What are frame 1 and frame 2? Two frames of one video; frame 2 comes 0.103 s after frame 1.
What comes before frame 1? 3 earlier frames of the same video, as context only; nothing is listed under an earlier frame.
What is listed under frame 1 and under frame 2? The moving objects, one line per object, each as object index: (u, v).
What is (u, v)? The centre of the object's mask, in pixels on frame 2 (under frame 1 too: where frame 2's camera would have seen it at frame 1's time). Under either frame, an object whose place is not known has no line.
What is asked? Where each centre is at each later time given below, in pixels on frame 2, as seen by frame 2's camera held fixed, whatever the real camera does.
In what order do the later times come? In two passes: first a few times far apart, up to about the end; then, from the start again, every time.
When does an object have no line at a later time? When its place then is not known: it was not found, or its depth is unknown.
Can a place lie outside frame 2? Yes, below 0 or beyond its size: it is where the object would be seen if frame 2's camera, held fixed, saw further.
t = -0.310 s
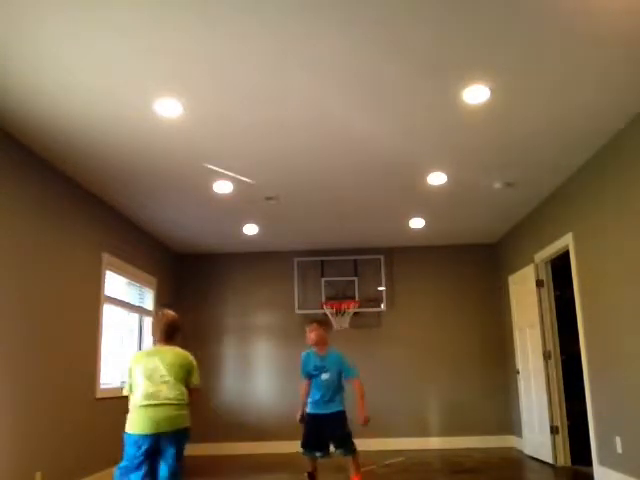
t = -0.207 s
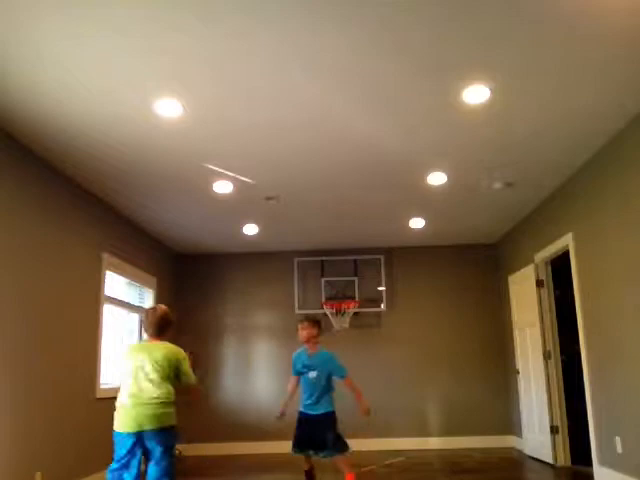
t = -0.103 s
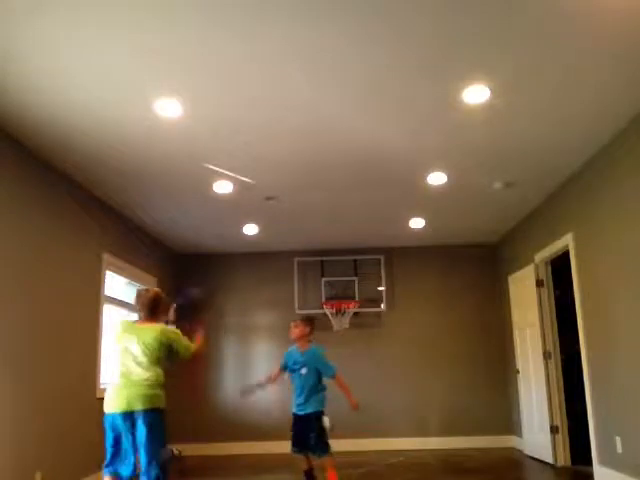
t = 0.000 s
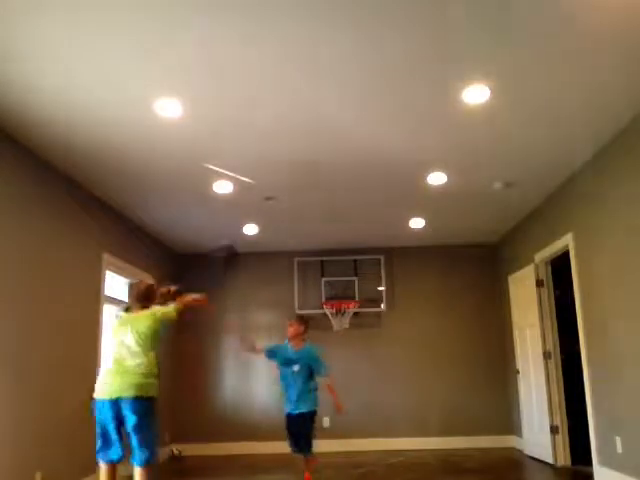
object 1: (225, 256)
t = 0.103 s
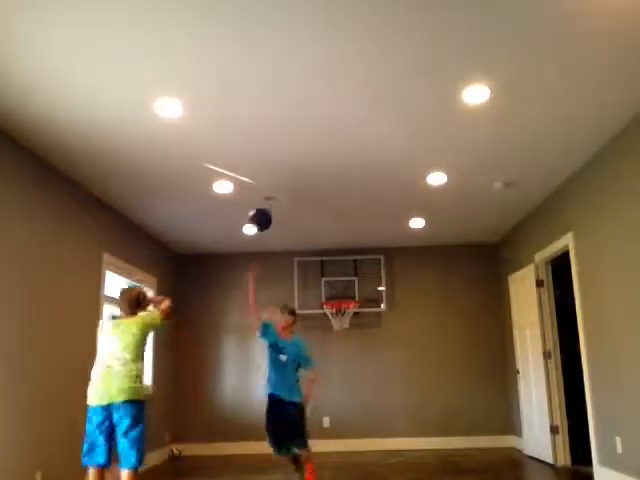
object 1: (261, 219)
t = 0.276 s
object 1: (291, 216)
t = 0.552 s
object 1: (325, 297)
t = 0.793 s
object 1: (350, 403)
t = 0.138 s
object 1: (269, 215)
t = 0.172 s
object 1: (274, 211)
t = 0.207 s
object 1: (281, 208)
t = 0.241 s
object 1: (287, 209)
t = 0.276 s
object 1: (291, 216)
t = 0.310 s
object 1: (296, 225)
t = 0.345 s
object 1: (300, 233)
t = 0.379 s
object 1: (304, 242)
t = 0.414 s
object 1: (310, 251)
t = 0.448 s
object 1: (312, 263)
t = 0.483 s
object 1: (316, 272)
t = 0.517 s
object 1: (321, 285)
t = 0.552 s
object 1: (325, 297)
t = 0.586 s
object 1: (328, 312)
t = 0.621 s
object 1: (331, 326)
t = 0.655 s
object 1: (335, 340)
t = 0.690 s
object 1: (339, 354)
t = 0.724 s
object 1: (342, 370)
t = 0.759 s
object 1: (346, 386)
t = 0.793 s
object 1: (350, 403)
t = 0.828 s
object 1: (353, 422)
